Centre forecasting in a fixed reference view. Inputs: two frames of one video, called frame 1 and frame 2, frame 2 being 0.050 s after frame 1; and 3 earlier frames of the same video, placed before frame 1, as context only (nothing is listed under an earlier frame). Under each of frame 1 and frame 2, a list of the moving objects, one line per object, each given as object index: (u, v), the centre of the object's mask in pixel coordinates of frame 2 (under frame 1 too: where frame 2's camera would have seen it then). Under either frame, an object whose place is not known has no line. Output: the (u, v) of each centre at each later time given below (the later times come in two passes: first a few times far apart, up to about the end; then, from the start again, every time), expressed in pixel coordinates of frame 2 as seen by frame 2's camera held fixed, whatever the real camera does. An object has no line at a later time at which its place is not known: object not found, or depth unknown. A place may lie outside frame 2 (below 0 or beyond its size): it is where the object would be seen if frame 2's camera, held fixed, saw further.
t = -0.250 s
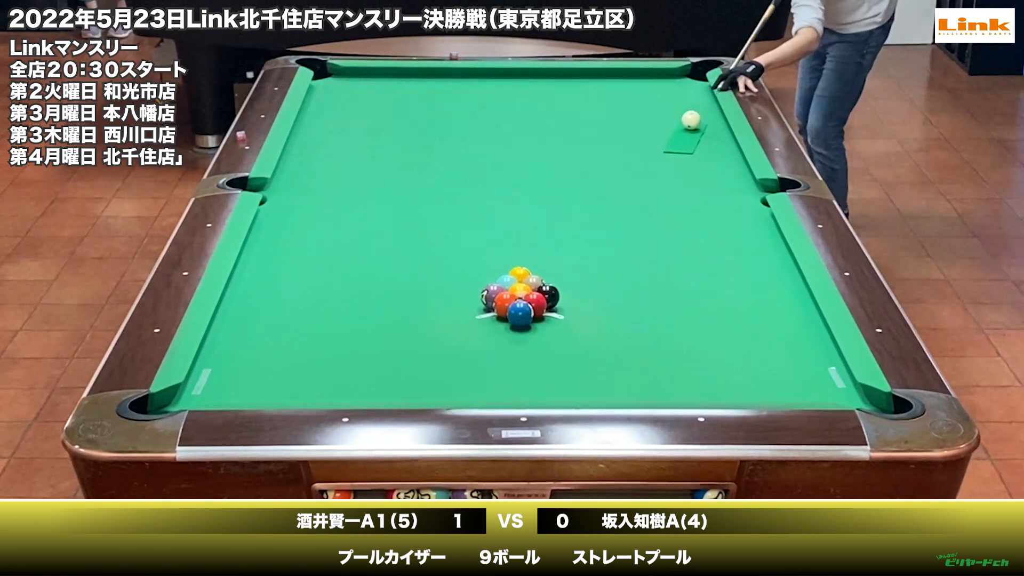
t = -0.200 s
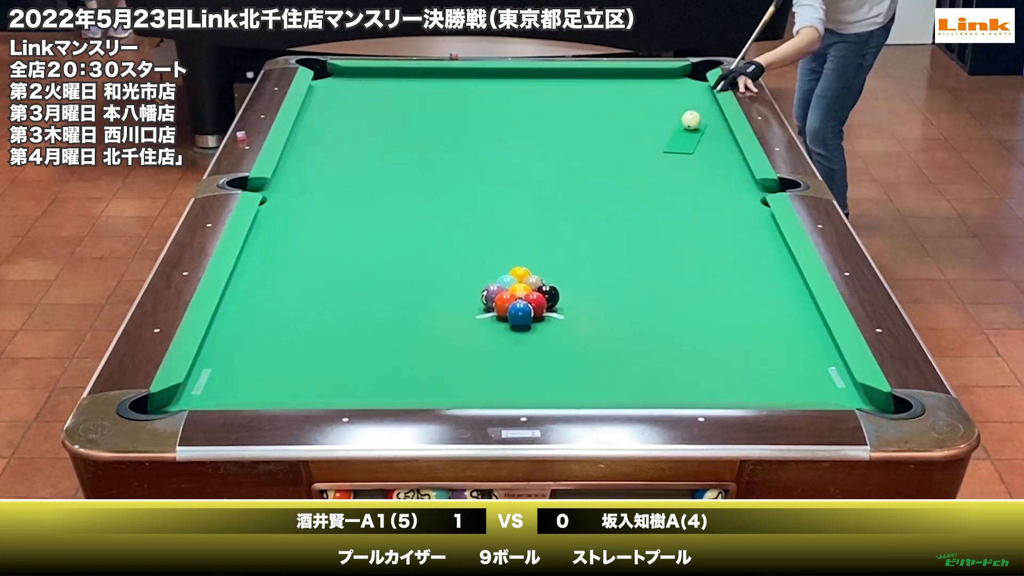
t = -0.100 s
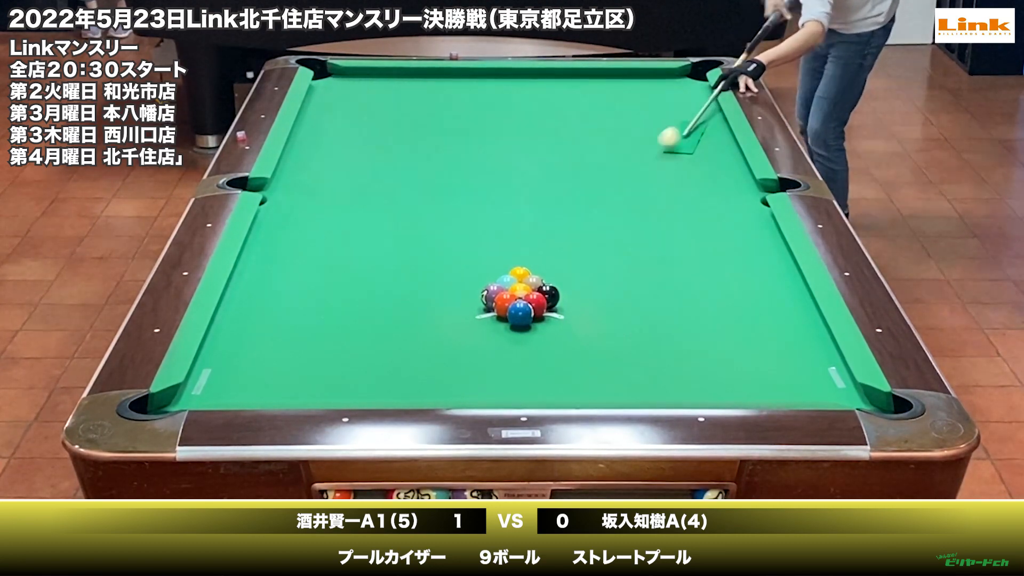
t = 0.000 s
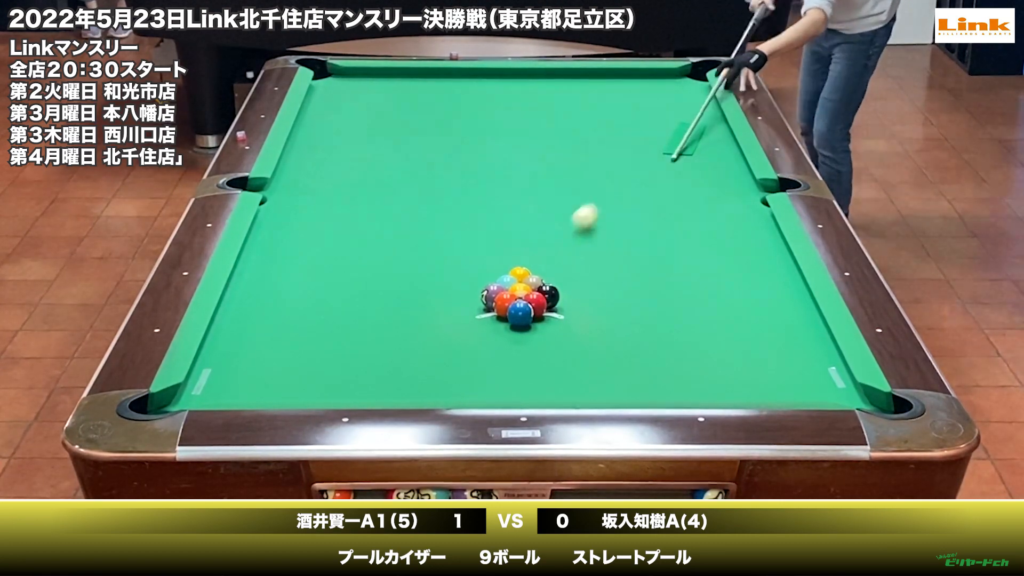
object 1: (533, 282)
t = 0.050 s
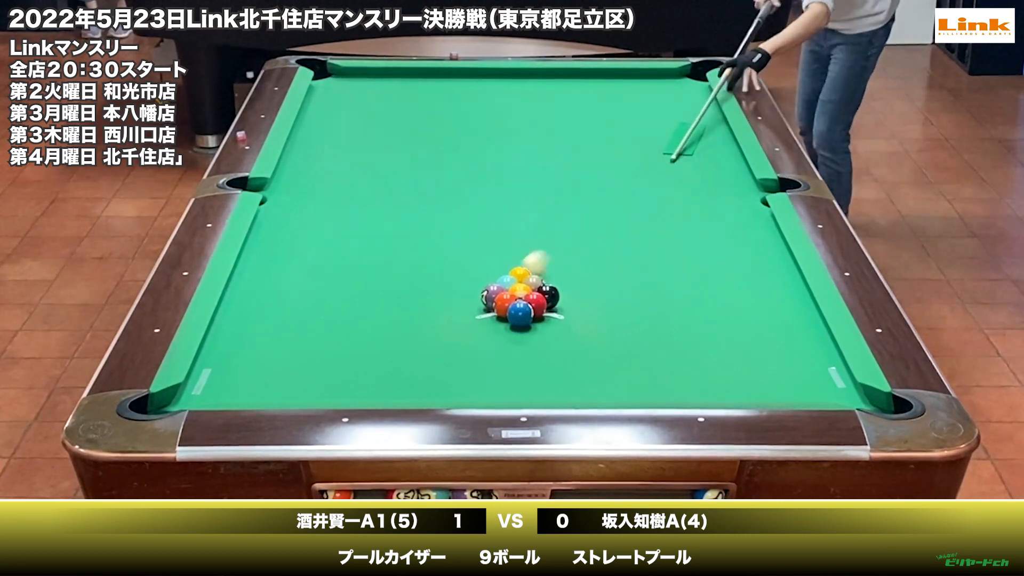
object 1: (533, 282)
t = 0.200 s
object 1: (547, 287)
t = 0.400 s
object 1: (564, 285)
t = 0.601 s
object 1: (579, 283)
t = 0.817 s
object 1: (594, 281)
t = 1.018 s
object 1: (608, 279)
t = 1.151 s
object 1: (615, 278)
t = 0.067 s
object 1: (536, 284)
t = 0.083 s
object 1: (537, 287)
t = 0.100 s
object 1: (539, 288)
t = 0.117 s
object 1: (540, 288)
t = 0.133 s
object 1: (541, 288)
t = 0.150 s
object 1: (542, 288)
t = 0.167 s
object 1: (544, 288)
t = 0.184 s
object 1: (545, 288)
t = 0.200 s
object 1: (547, 287)
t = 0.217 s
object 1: (548, 287)
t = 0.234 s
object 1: (550, 287)
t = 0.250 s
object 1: (551, 287)
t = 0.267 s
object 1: (553, 287)
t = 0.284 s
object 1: (554, 287)
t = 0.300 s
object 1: (555, 287)
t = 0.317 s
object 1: (557, 286)
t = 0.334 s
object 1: (558, 286)
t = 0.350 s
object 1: (559, 286)
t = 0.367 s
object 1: (561, 285)
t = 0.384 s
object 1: (562, 285)
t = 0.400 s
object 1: (564, 285)
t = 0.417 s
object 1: (565, 285)
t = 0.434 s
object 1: (566, 285)
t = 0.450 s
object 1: (568, 285)
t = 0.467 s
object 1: (569, 285)
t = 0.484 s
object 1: (570, 285)
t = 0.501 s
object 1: (572, 284)
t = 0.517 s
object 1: (573, 284)
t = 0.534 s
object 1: (574, 284)
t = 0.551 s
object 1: (575, 284)
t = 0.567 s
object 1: (576, 284)
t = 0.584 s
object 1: (578, 283)
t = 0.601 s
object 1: (579, 283)
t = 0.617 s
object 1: (580, 283)
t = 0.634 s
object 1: (581, 283)
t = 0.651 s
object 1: (583, 282)
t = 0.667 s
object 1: (584, 283)
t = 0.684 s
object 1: (585, 282)
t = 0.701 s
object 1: (586, 282)
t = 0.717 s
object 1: (587, 282)
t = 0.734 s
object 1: (589, 282)
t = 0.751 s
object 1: (590, 282)
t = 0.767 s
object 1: (591, 281)
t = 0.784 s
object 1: (592, 281)
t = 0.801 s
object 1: (593, 281)
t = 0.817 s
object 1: (594, 281)
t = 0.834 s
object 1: (595, 280)
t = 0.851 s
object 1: (596, 280)
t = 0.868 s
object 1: (598, 280)
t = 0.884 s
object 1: (599, 280)
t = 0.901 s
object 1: (600, 280)
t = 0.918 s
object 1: (601, 280)
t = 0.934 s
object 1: (602, 280)
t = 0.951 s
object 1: (603, 280)
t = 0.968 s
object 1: (604, 279)
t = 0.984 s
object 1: (605, 279)
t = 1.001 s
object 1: (607, 279)
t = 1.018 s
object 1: (608, 279)
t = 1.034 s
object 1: (609, 279)
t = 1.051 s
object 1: (610, 279)
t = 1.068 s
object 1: (611, 279)
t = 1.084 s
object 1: (611, 279)
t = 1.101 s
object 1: (612, 278)
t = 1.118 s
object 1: (614, 278)
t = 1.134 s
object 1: (615, 278)
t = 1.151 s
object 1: (615, 278)
